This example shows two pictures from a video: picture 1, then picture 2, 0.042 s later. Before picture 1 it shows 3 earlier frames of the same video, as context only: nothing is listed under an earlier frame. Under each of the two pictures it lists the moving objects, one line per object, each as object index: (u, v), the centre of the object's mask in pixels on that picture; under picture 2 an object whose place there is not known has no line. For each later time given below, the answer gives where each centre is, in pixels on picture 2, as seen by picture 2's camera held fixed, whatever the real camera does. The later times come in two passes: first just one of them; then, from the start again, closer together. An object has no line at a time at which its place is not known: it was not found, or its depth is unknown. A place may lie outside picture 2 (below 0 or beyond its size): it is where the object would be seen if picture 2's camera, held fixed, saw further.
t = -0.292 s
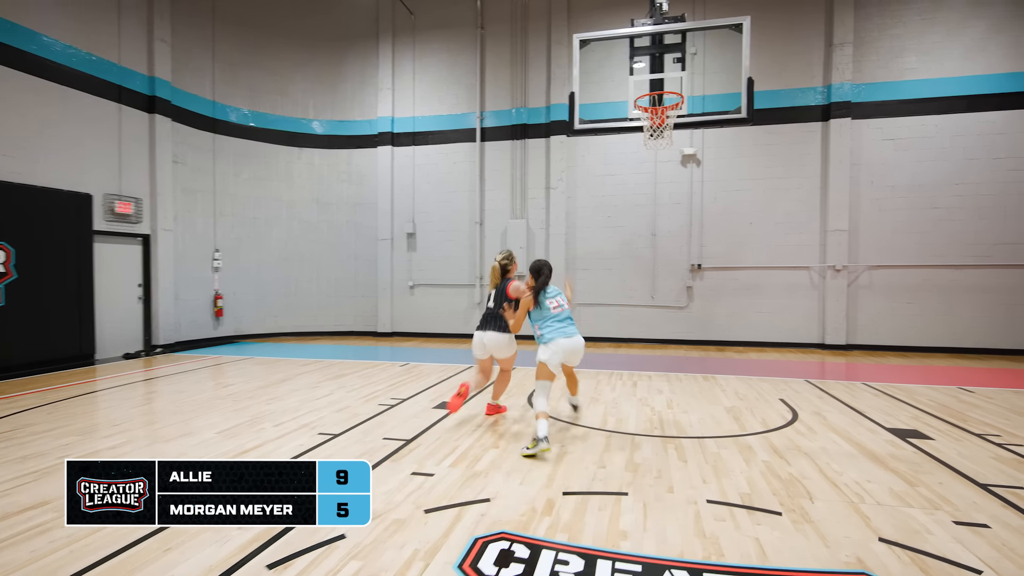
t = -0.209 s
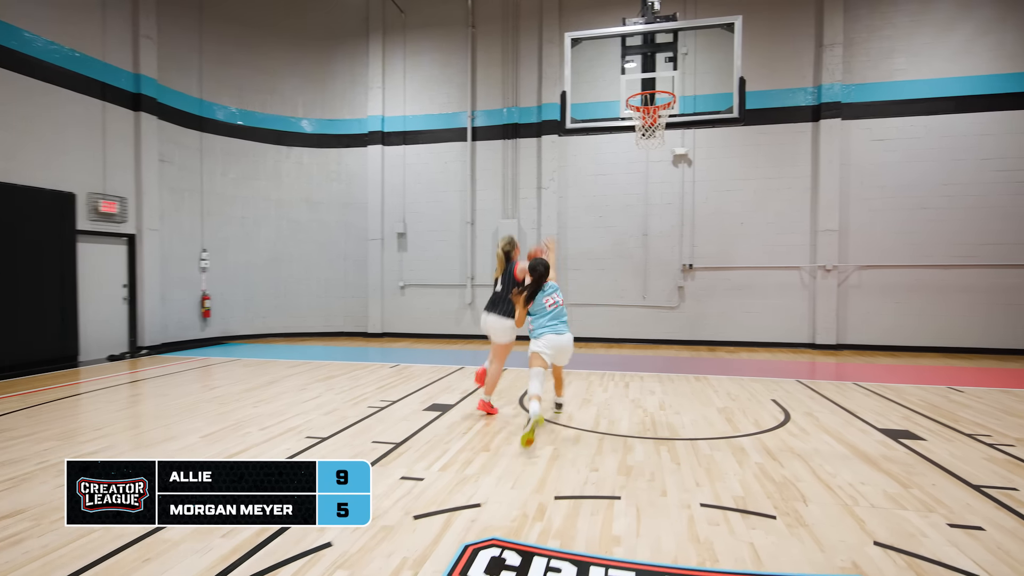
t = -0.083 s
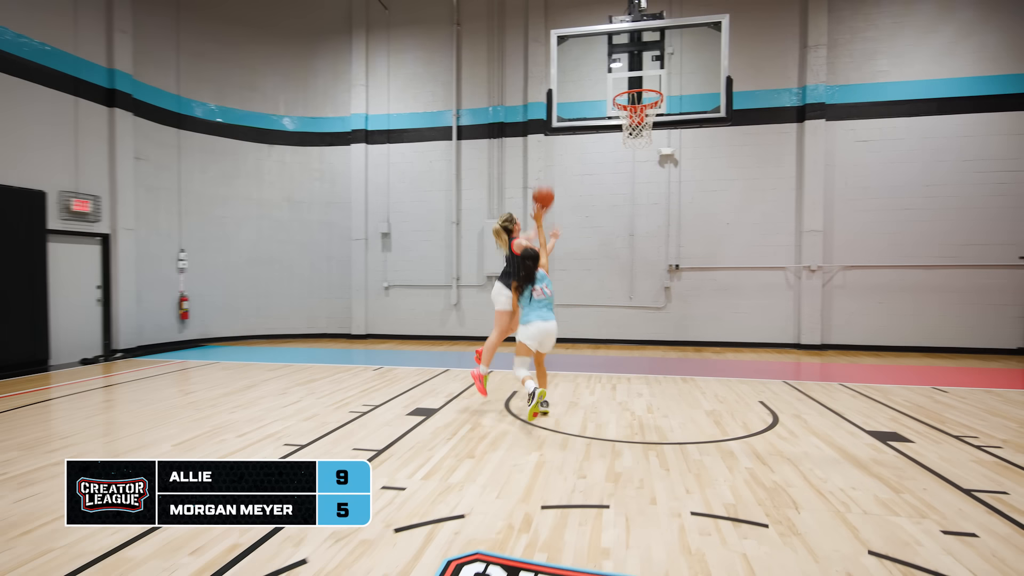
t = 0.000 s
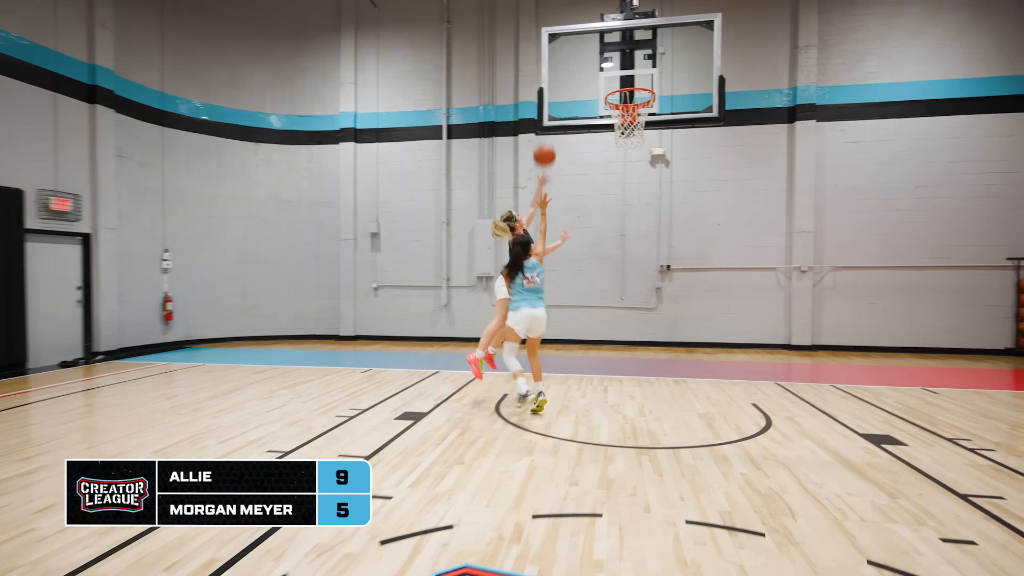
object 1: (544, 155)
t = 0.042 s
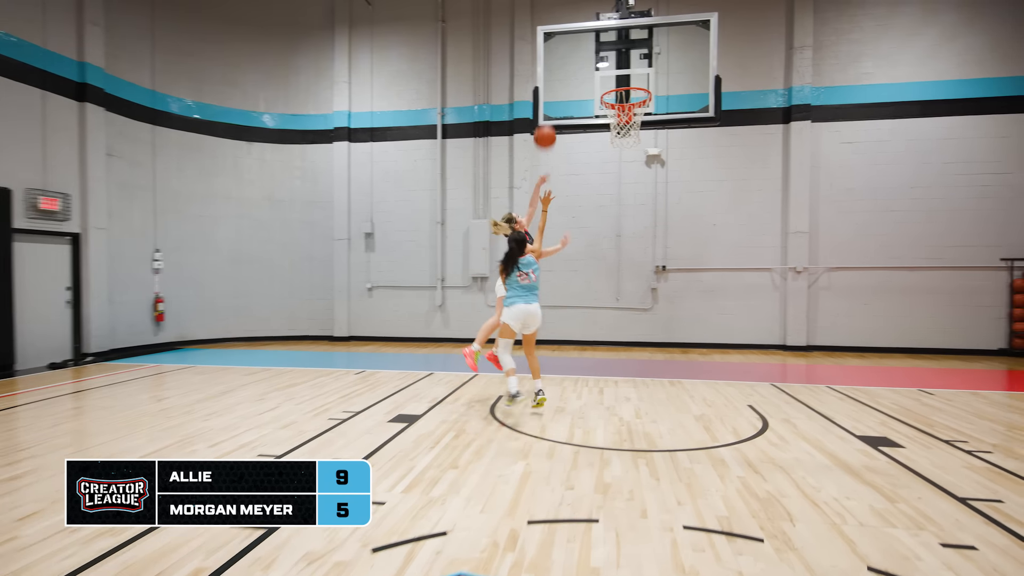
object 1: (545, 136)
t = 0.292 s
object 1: (575, 70)
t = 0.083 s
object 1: (550, 122)
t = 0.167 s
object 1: (560, 95)
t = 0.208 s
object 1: (565, 85)
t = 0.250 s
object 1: (570, 77)
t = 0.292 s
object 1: (575, 70)
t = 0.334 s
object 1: (580, 65)
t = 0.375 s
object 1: (583, 61)
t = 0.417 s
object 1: (585, 57)
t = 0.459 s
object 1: (588, 56)
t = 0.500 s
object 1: (590, 55)
